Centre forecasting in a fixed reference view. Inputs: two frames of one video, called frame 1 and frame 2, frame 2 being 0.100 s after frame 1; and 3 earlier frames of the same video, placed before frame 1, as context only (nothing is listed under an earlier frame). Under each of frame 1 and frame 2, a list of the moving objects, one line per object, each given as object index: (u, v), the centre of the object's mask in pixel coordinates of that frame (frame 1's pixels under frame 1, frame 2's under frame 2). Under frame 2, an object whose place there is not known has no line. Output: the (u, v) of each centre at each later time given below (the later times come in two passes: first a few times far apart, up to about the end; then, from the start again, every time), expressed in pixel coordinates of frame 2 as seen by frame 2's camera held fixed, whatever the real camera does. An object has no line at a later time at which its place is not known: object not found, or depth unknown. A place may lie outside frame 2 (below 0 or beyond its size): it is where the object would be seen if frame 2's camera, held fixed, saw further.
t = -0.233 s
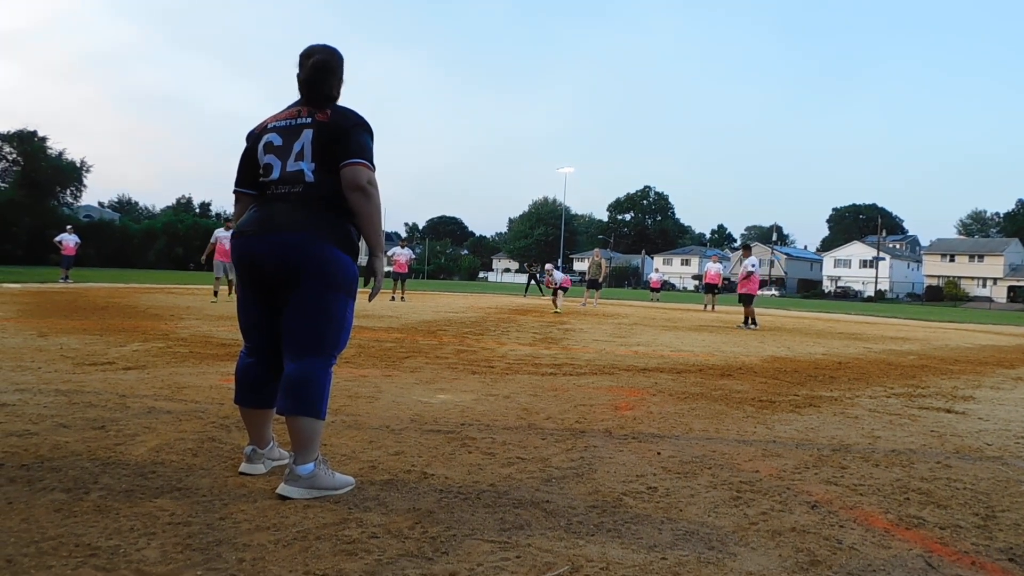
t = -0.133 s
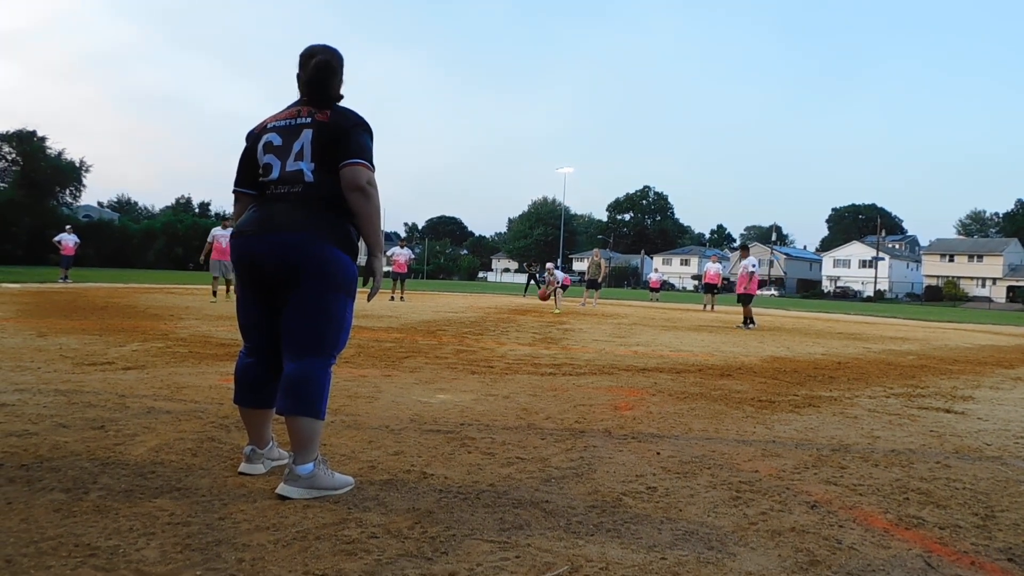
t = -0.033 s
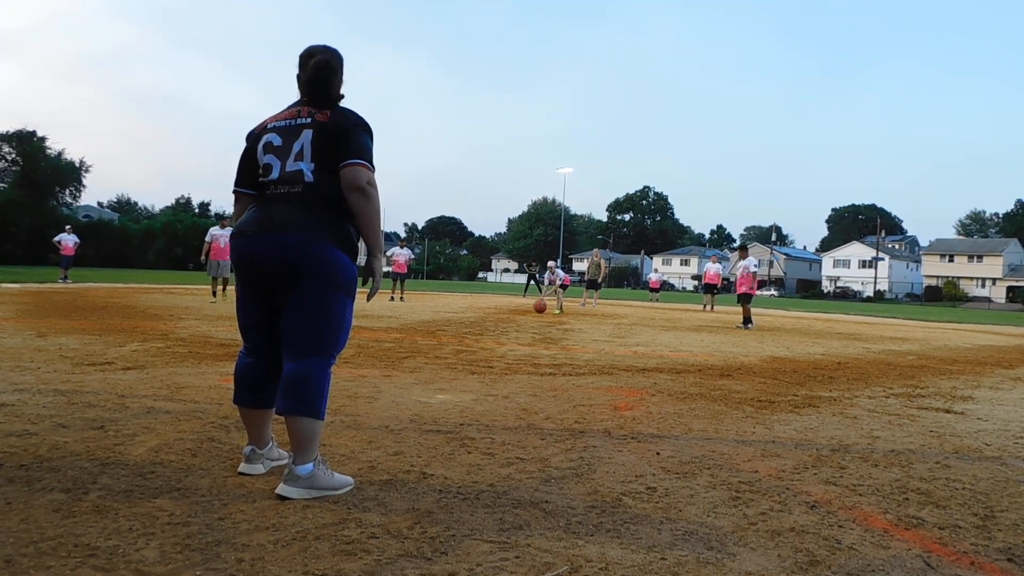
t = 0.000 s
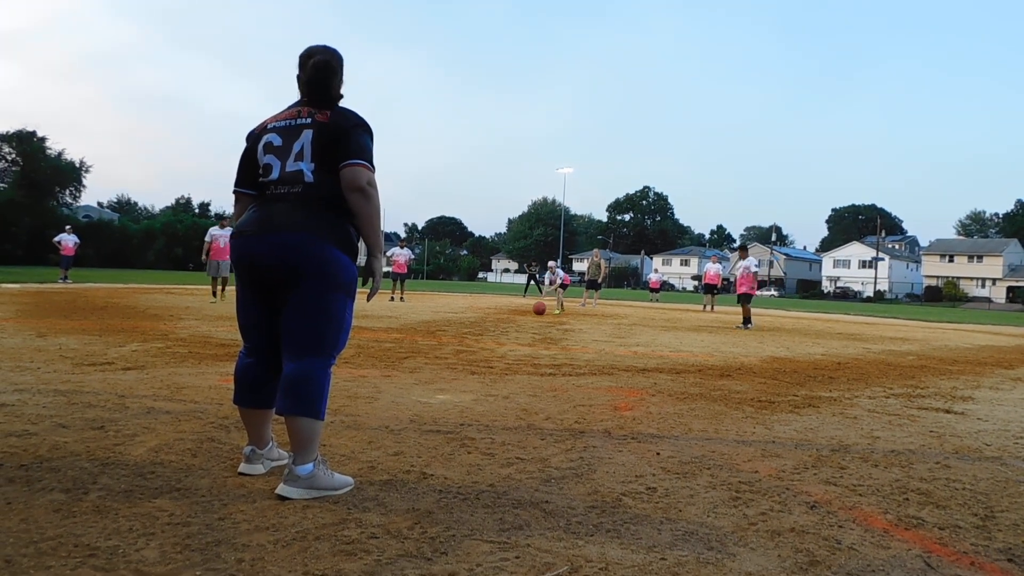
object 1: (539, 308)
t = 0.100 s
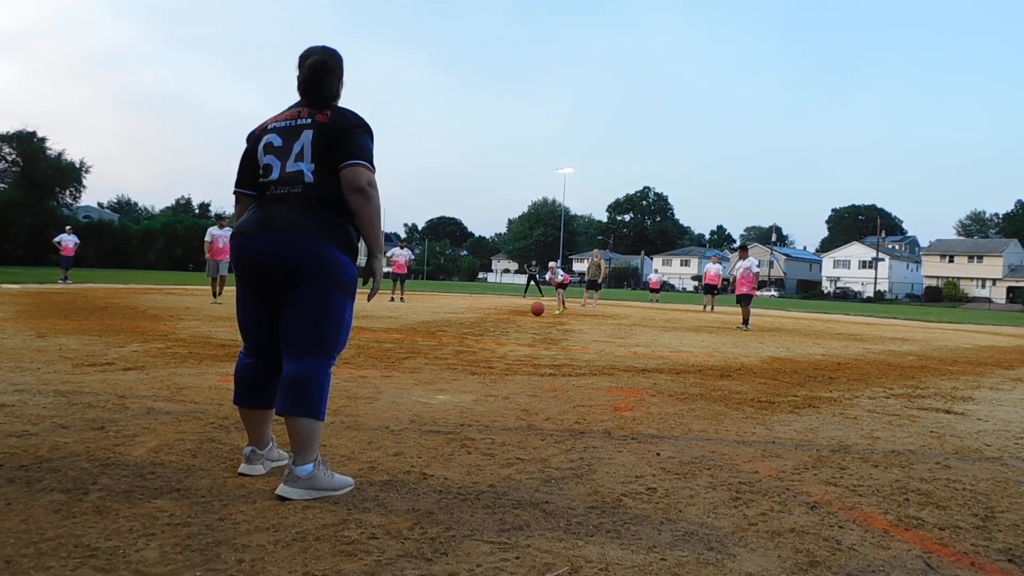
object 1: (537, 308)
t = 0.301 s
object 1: (533, 312)
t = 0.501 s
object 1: (529, 315)
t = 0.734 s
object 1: (524, 316)
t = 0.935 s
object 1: (519, 317)
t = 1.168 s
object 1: (511, 327)
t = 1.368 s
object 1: (503, 333)
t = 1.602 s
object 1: (492, 340)
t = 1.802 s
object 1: (481, 343)
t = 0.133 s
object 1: (537, 309)
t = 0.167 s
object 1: (536, 310)
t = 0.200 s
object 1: (535, 310)
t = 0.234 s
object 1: (535, 310)
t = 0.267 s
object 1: (534, 312)
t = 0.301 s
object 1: (533, 312)
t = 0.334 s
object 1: (533, 311)
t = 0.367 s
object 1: (532, 310)
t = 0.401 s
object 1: (531, 310)
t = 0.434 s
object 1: (530, 311)
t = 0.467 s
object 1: (530, 313)
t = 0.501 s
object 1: (529, 315)
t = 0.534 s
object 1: (529, 316)
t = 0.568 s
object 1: (527, 316)
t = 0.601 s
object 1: (527, 316)
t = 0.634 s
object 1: (526, 317)
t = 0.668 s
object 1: (525, 317)
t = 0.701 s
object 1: (524, 316)
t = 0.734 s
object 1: (524, 316)
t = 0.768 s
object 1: (523, 318)
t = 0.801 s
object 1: (522, 320)
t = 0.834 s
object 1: (521, 320)
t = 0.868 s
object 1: (520, 319)
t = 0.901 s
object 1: (520, 317)
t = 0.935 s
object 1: (519, 317)
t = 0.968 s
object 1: (517, 319)
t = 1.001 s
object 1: (517, 320)
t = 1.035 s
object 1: (516, 323)
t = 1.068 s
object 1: (514, 326)
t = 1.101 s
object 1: (513, 326)
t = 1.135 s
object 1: (512, 326)
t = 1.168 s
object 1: (511, 327)
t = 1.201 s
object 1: (510, 328)
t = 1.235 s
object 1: (509, 329)
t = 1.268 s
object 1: (507, 330)
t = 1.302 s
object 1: (506, 331)
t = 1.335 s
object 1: (504, 332)
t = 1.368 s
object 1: (503, 333)
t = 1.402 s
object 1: (502, 333)
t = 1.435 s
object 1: (500, 334)
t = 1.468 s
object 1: (499, 335)
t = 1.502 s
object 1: (496, 338)
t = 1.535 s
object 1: (495, 339)
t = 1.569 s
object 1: (493, 339)
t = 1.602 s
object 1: (492, 340)
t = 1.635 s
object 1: (490, 341)
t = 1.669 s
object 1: (488, 344)
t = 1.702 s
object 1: (486, 344)
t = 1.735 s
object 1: (485, 342)
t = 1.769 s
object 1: (483, 342)
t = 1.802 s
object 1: (481, 343)
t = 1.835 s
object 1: (479, 344)
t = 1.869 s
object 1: (477, 346)
